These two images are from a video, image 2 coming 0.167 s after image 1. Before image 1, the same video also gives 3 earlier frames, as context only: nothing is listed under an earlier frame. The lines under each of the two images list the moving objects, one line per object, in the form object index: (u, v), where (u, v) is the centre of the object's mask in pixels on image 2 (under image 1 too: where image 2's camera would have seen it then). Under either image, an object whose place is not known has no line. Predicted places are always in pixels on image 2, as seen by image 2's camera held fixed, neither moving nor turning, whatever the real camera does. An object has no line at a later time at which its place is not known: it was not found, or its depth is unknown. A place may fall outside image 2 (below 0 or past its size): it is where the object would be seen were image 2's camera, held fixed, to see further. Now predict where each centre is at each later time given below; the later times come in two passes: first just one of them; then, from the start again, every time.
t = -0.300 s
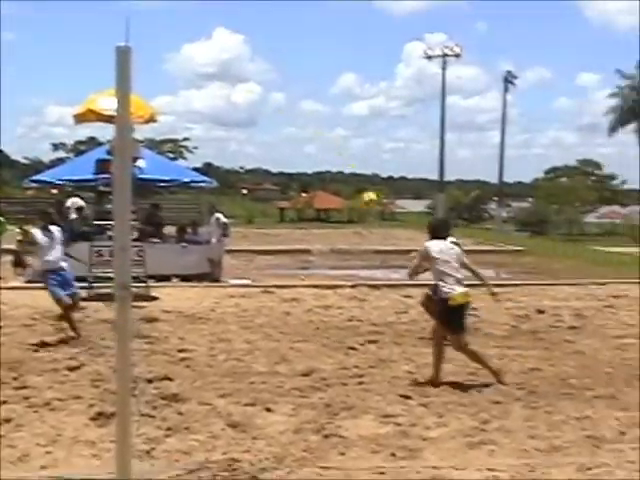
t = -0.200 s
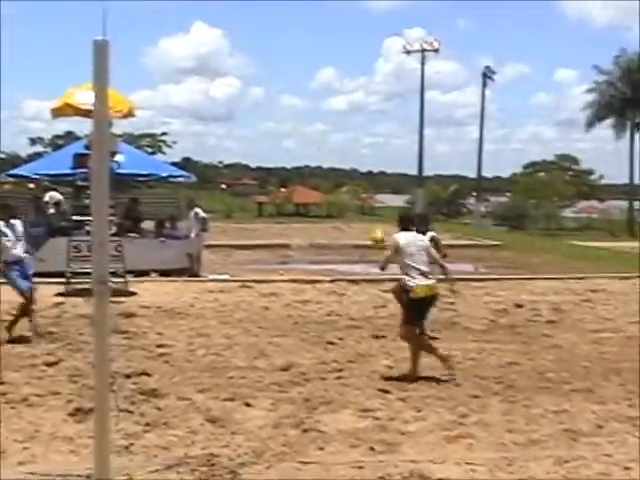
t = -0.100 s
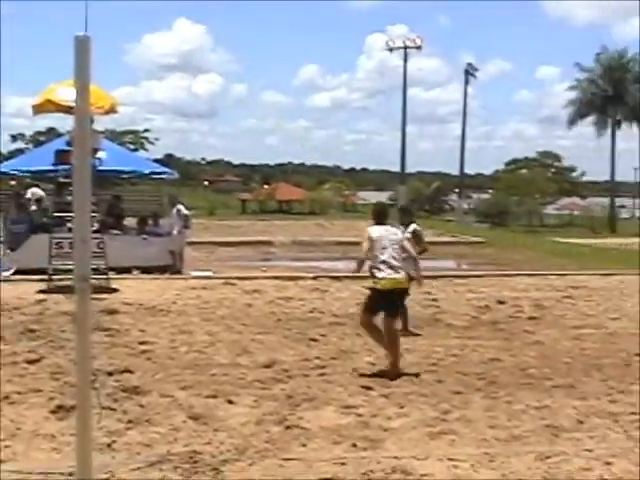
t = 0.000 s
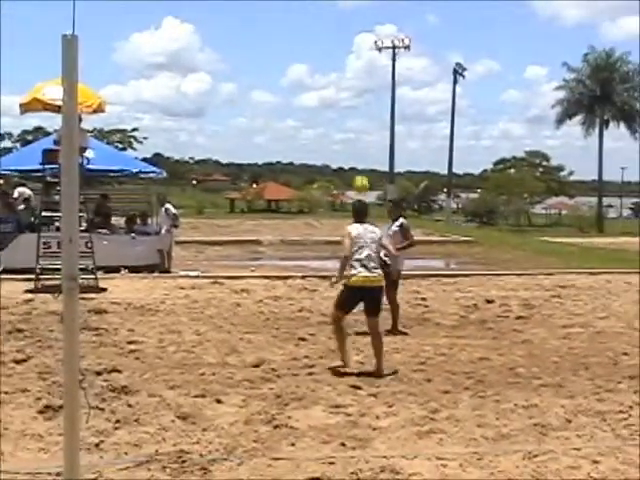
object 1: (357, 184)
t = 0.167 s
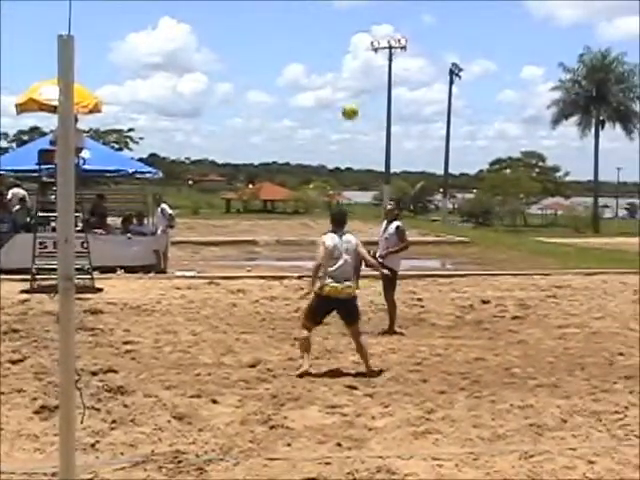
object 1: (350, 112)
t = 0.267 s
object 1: (345, 78)
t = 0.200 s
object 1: (348, 99)
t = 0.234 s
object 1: (346, 88)
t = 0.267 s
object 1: (345, 78)
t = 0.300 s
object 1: (343, 68)
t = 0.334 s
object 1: (341, 58)
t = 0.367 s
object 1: (340, 50)
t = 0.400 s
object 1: (338, 43)
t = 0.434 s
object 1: (337, 37)
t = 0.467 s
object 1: (335, 32)
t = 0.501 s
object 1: (333, 31)
